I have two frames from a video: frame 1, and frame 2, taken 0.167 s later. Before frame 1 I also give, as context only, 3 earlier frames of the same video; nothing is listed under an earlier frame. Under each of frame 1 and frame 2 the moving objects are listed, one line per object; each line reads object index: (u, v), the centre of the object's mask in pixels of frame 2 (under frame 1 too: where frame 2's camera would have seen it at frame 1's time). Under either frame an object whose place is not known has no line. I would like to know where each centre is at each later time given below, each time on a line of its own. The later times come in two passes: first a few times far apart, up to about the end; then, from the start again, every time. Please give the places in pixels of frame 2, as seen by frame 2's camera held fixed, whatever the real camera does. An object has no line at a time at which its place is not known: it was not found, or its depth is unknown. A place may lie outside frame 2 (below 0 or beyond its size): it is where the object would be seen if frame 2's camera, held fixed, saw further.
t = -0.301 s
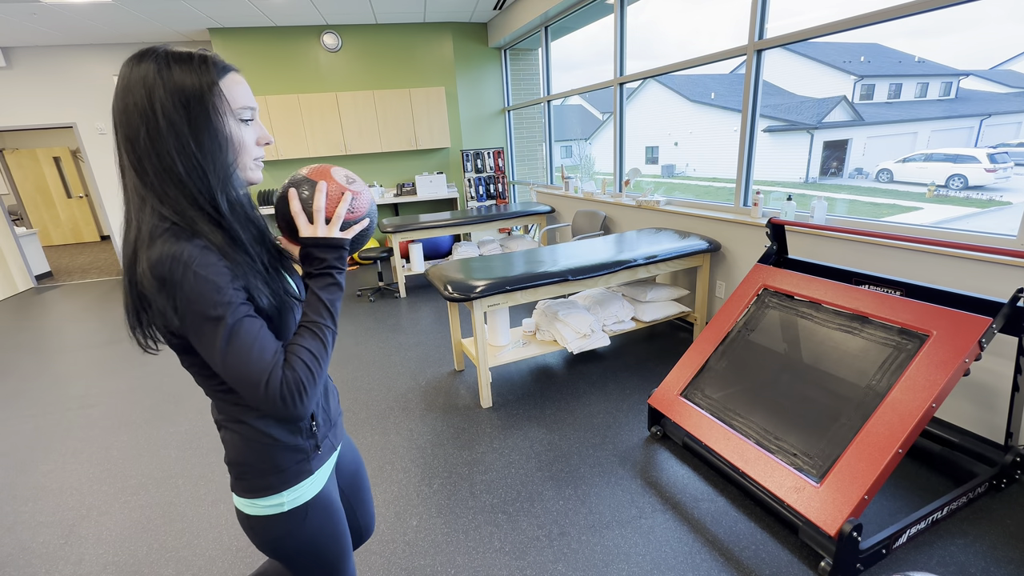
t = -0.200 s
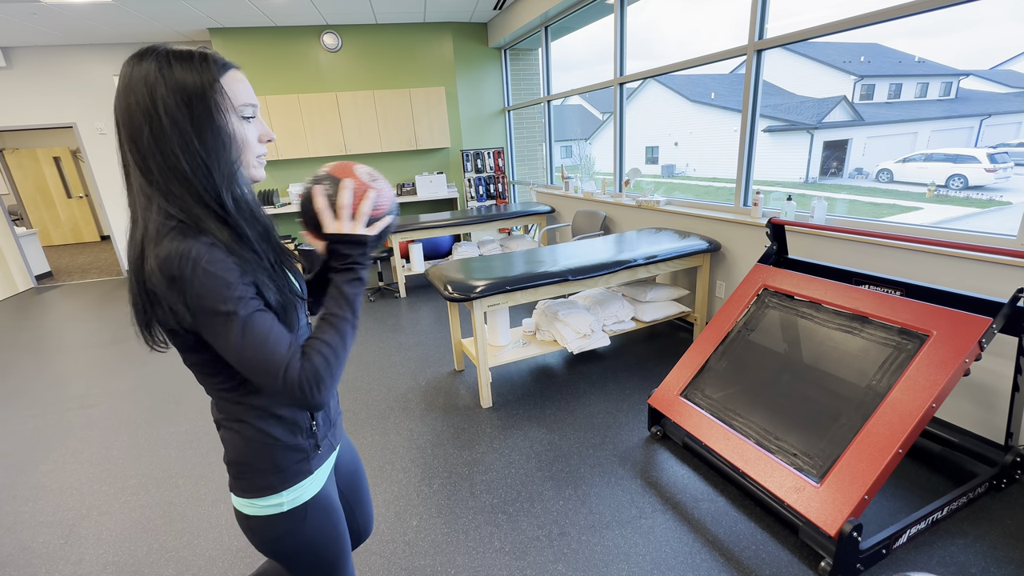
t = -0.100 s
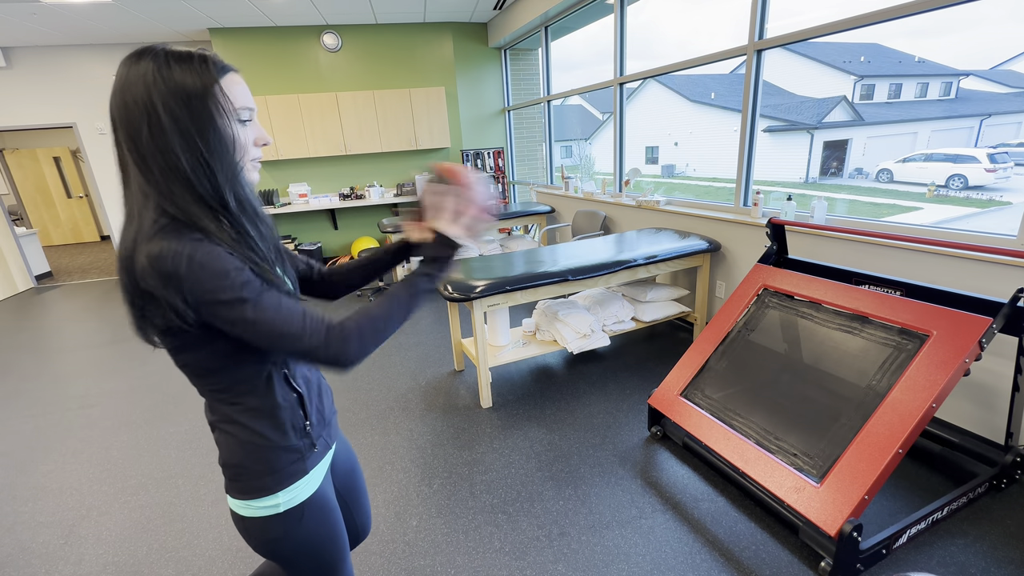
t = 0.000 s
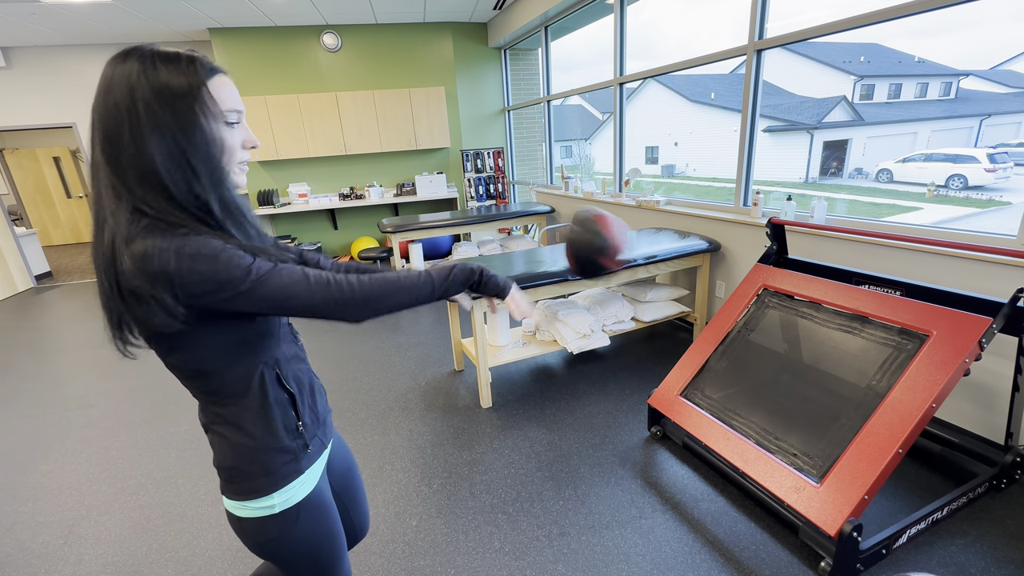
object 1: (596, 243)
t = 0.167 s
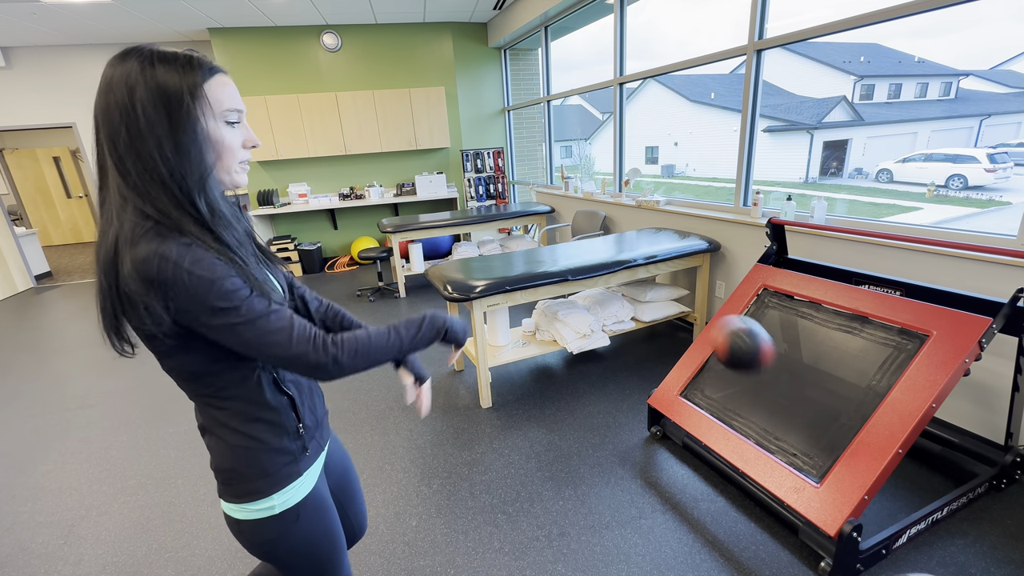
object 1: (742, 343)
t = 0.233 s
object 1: (782, 392)
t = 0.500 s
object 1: (625, 277)
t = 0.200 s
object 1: (762, 366)
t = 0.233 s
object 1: (782, 392)
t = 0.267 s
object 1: (790, 405)
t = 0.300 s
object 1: (775, 385)
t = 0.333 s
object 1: (753, 361)
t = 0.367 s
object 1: (733, 342)
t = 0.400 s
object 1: (708, 322)
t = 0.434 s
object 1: (684, 304)
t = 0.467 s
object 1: (654, 288)
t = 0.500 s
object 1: (625, 277)
